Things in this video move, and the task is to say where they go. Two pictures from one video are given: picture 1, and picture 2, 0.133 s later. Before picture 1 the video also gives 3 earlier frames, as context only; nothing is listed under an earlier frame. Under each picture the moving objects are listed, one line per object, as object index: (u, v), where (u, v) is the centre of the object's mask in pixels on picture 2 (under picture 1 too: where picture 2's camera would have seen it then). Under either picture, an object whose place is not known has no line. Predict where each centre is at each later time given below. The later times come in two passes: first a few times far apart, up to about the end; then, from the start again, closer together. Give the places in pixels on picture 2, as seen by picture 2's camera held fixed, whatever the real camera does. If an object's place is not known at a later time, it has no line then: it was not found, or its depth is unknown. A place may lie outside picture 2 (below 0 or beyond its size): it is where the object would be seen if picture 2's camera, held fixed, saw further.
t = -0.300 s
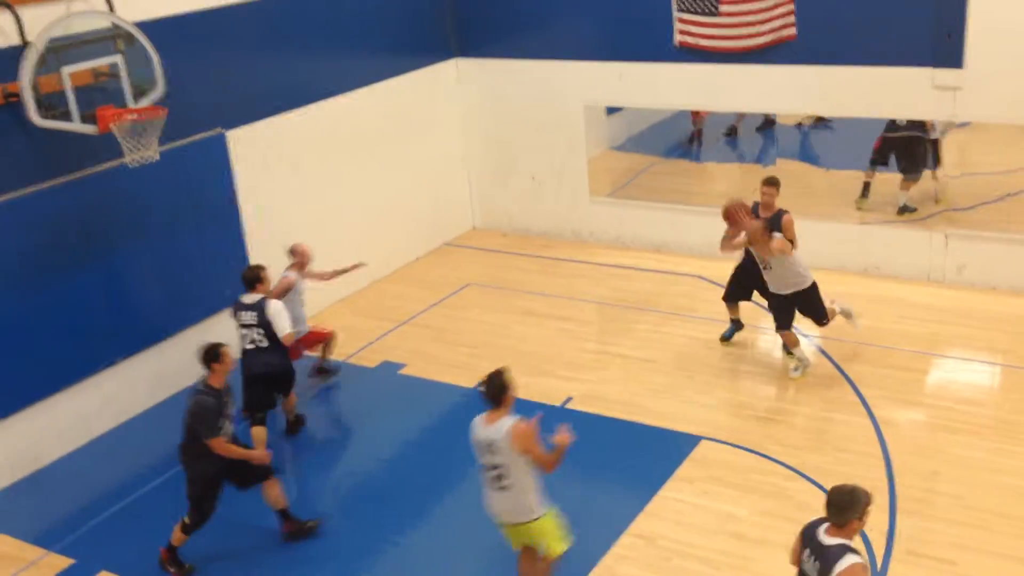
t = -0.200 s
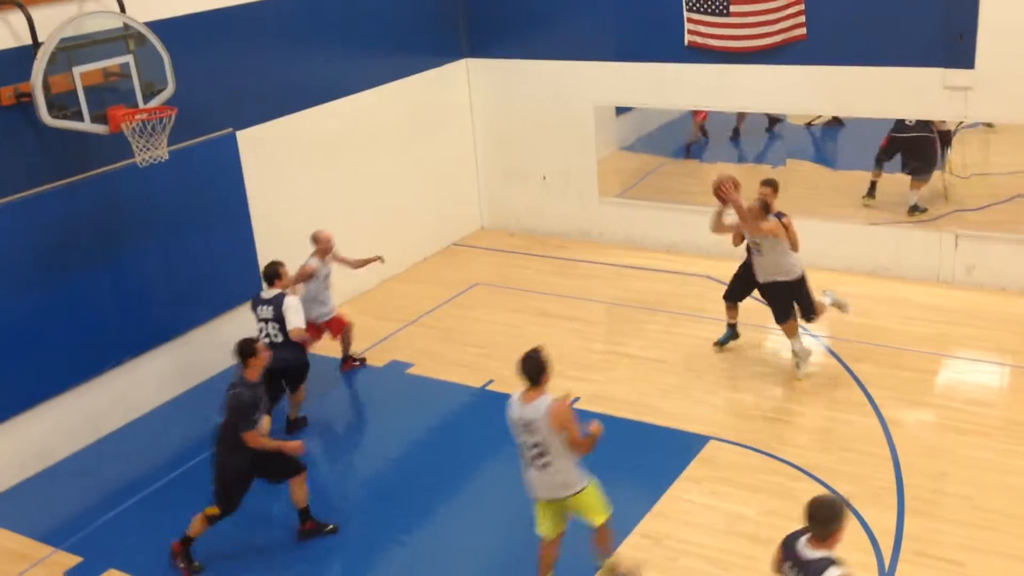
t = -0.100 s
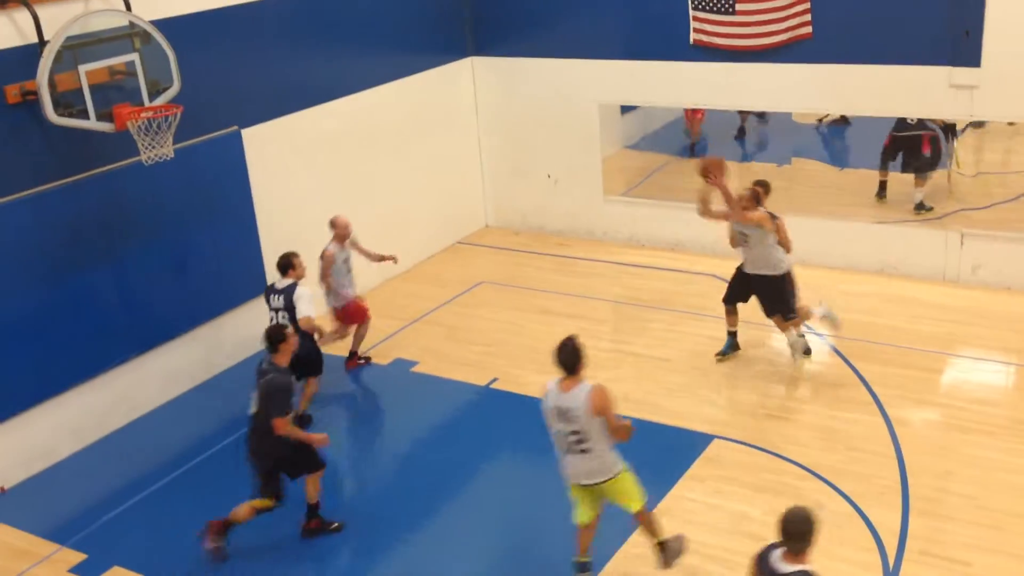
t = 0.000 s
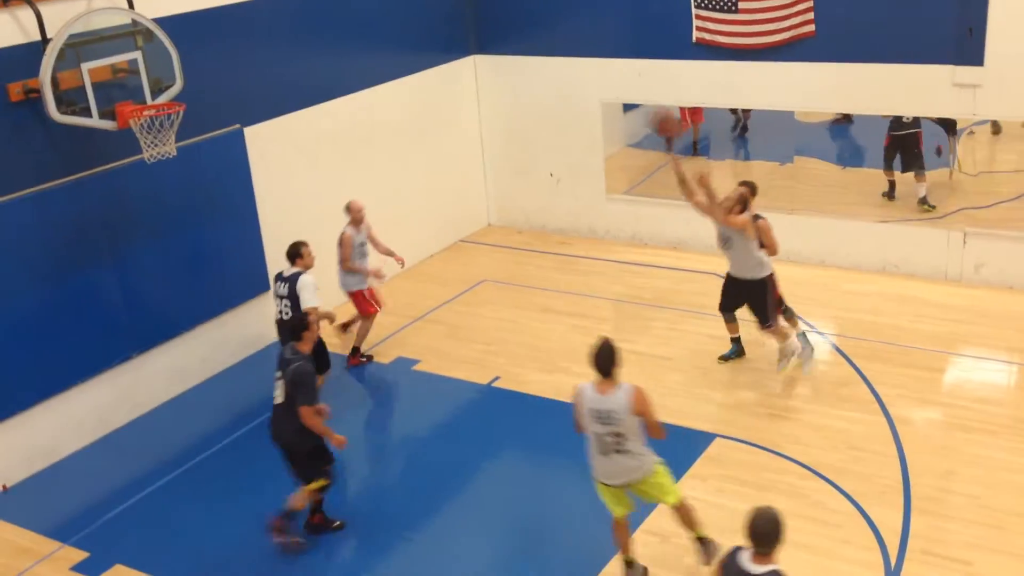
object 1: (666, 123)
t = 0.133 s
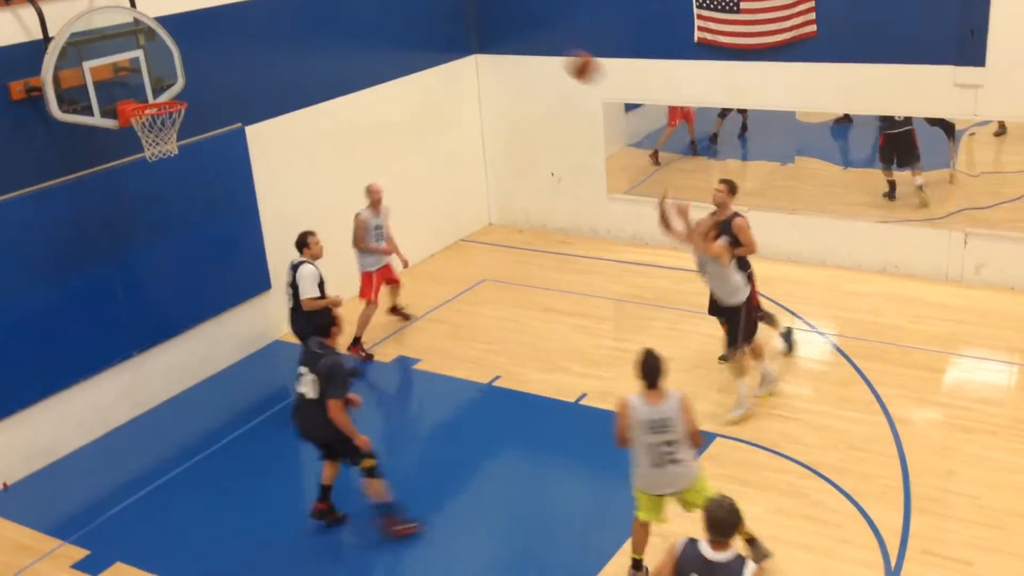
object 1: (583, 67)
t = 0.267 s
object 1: (499, 29)
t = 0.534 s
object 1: (332, 18)
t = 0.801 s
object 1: (174, 96)
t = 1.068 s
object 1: (118, 78)
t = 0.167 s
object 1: (561, 54)
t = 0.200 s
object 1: (541, 44)
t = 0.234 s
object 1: (520, 37)
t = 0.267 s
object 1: (499, 29)
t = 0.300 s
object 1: (479, 24)
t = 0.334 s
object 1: (458, 19)
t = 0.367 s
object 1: (436, 15)
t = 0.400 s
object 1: (415, 13)
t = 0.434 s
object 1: (394, 12)
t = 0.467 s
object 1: (373, 12)
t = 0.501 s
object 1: (353, 14)
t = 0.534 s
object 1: (332, 18)
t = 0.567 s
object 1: (310, 23)
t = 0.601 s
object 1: (290, 30)
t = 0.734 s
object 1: (210, 67)
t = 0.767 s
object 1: (194, 80)
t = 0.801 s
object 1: (174, 96)
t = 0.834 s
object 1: (164, 94)
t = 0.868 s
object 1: (156, 89)
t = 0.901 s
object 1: (149, 84)
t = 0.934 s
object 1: (144, 81)
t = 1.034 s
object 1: (124, 79)
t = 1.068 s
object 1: (118, 78)
